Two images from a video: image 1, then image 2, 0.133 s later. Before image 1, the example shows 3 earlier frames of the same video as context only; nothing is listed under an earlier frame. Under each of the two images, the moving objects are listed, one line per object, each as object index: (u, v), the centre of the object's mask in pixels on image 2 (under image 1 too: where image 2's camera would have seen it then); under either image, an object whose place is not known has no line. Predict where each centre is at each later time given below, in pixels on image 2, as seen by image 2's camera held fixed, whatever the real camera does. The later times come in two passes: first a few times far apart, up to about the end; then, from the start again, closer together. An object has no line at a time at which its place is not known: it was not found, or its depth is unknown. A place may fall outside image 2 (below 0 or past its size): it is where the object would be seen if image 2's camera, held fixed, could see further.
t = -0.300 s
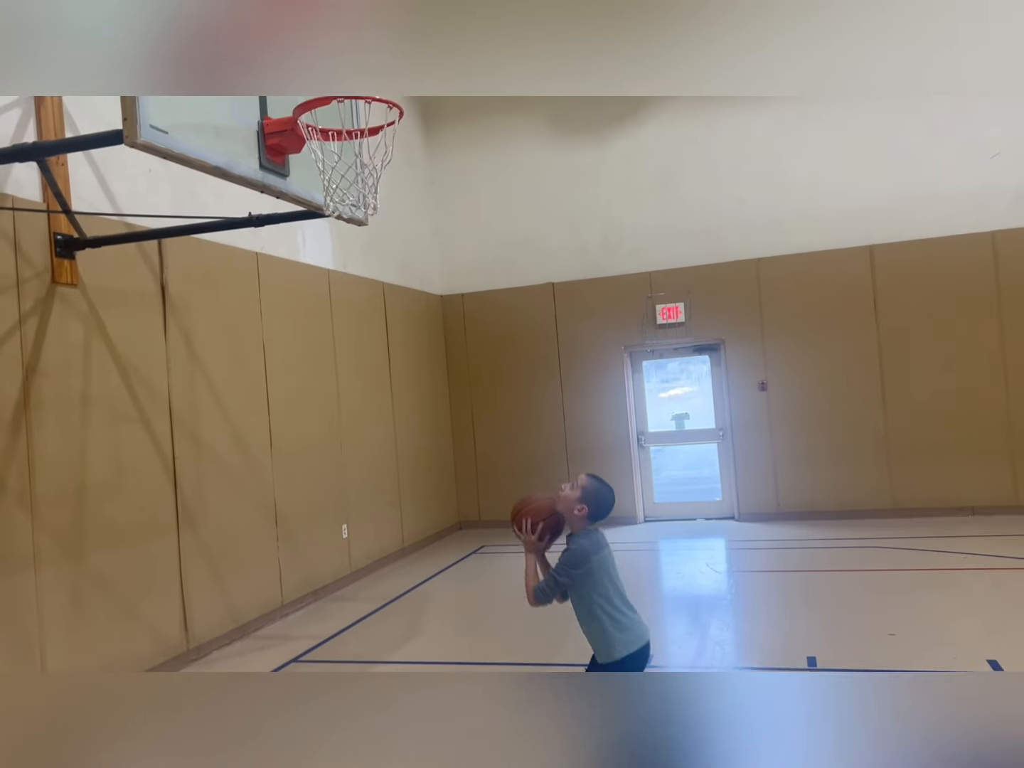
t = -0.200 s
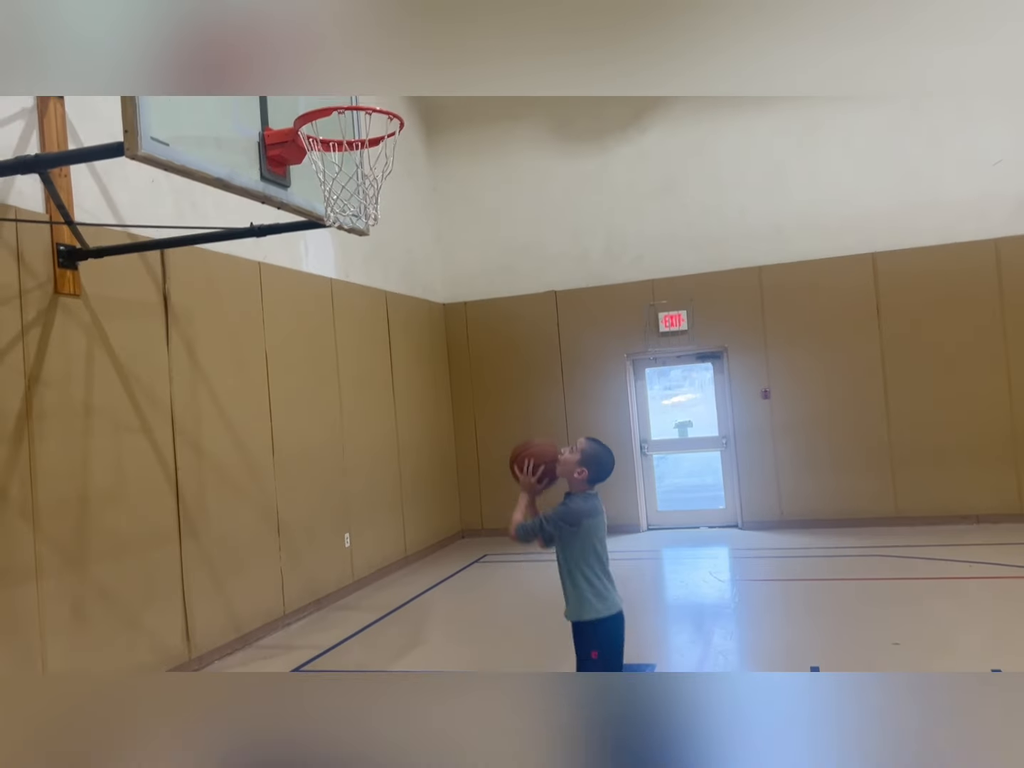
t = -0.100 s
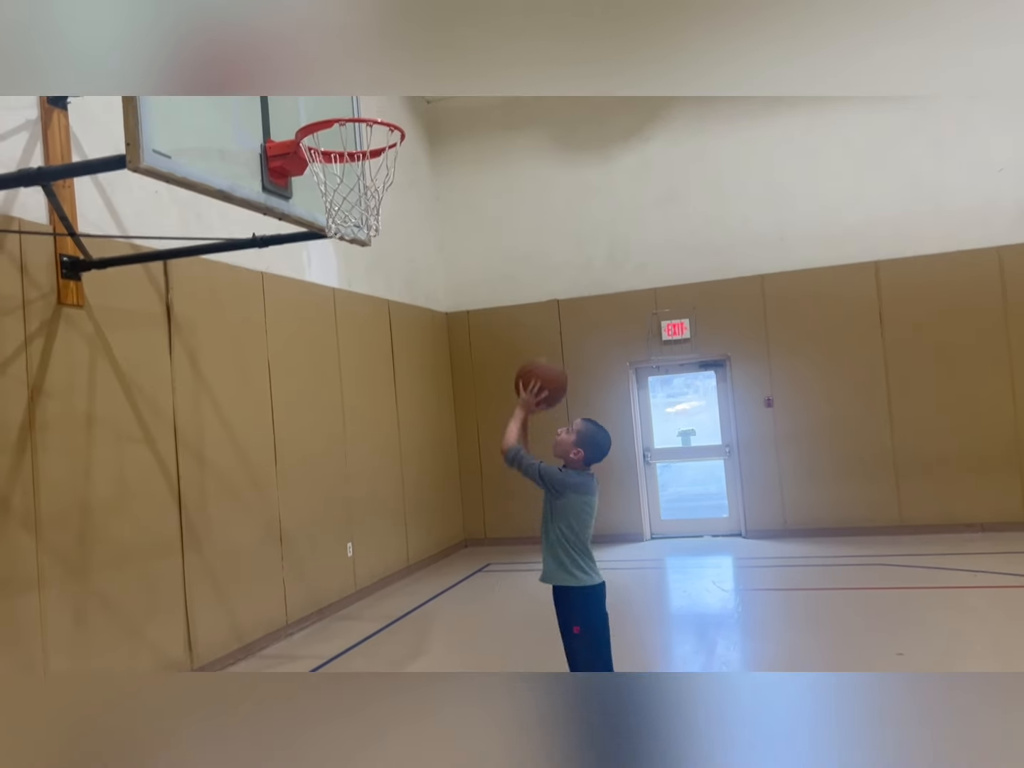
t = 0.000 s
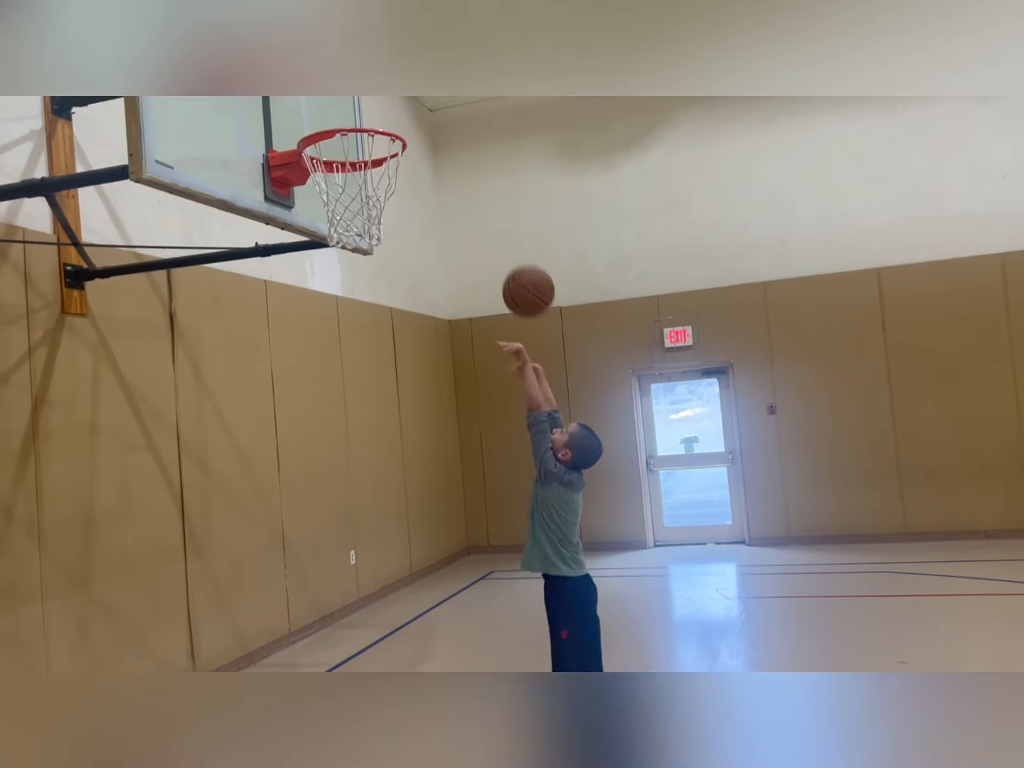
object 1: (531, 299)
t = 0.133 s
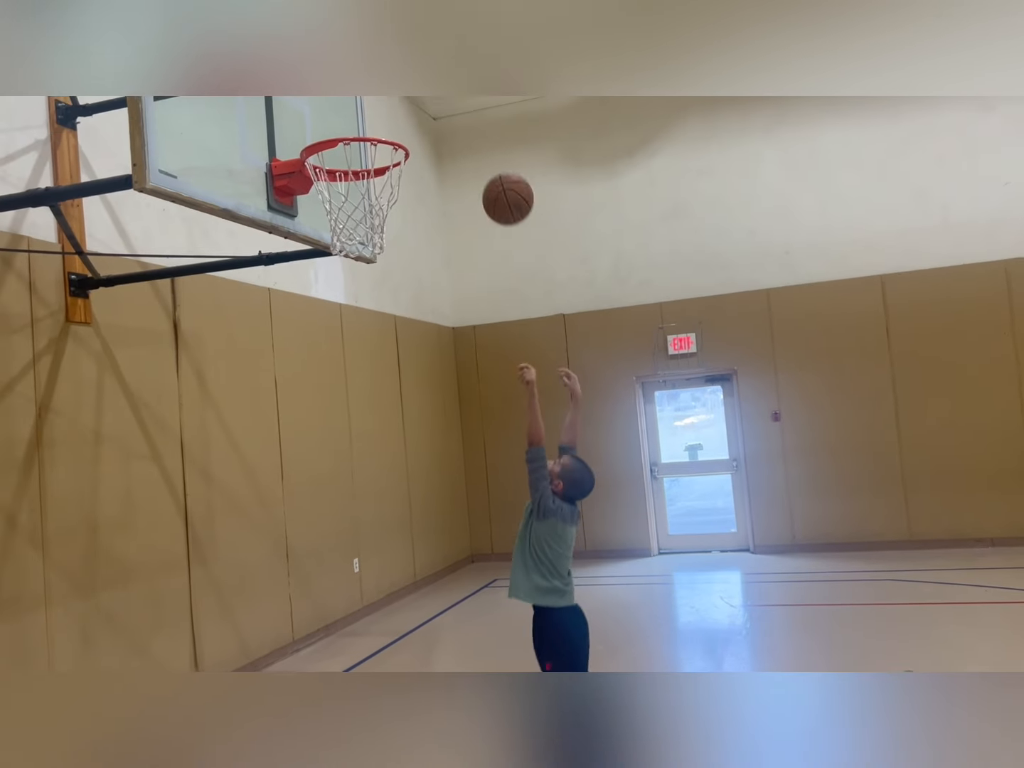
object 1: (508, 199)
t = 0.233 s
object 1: (493, 151)
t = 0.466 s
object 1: (467, 122)
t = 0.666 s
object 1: (454, 186)
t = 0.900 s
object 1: (447, 353)
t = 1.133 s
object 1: (446, 615)
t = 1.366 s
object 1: (437, 634)
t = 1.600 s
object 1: (425, 489)
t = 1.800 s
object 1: (420, 448)
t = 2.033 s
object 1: (421, 495)
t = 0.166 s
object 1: (502, 180)
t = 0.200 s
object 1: (497, 164)
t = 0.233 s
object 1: (493, 151)
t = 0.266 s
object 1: (489, 140)
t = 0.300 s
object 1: (484, 131)
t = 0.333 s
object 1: (480, 125)
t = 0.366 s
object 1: (477, 121)
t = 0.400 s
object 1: (473, 119)
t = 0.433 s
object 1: (470, 120)
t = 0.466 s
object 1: (467, 122)
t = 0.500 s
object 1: (464, 128)
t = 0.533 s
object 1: (462, 135)
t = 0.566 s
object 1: (459, 145)
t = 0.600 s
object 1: (457, 157)
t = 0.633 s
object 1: (455, 170)
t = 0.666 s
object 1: (454, 186)
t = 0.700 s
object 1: (452, 204)
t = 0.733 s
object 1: (451, 224)
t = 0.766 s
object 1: (450, 247)
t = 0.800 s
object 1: (449, 271)
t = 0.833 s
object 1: (448, 296)
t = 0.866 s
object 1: (447, 324)
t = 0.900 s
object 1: (447, 353)
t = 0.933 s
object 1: (447, 385)
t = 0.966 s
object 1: (446, 418)
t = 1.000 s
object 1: (446, 454)
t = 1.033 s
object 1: (445, 492)
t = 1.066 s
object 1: (445, 531)
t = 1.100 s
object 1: (446, 573)
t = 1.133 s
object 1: (446, 615)
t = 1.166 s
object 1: (447, 648)
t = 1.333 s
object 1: (440, 653)
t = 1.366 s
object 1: (437, 634)
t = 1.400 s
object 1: (435, 607)
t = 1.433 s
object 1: (432, 582)
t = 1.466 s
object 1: (431, 559)
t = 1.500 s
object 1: (429, 538)
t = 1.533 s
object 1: (428, 519)
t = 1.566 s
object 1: (426, 503)
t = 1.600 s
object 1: (425, 489)
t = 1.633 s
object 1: (424, 477)
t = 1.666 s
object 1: (423, 467)
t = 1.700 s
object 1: (422, 459)
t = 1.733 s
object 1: (422, 454)
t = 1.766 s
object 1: (421, 450)
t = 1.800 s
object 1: (420, 448)
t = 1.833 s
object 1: (420, 449)
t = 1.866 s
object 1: (420, 451)
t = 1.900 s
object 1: (420, 456)
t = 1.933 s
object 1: (420, 462)
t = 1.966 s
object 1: (420, 471)
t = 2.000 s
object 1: (421, 482)
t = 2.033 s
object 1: (421, 495)
